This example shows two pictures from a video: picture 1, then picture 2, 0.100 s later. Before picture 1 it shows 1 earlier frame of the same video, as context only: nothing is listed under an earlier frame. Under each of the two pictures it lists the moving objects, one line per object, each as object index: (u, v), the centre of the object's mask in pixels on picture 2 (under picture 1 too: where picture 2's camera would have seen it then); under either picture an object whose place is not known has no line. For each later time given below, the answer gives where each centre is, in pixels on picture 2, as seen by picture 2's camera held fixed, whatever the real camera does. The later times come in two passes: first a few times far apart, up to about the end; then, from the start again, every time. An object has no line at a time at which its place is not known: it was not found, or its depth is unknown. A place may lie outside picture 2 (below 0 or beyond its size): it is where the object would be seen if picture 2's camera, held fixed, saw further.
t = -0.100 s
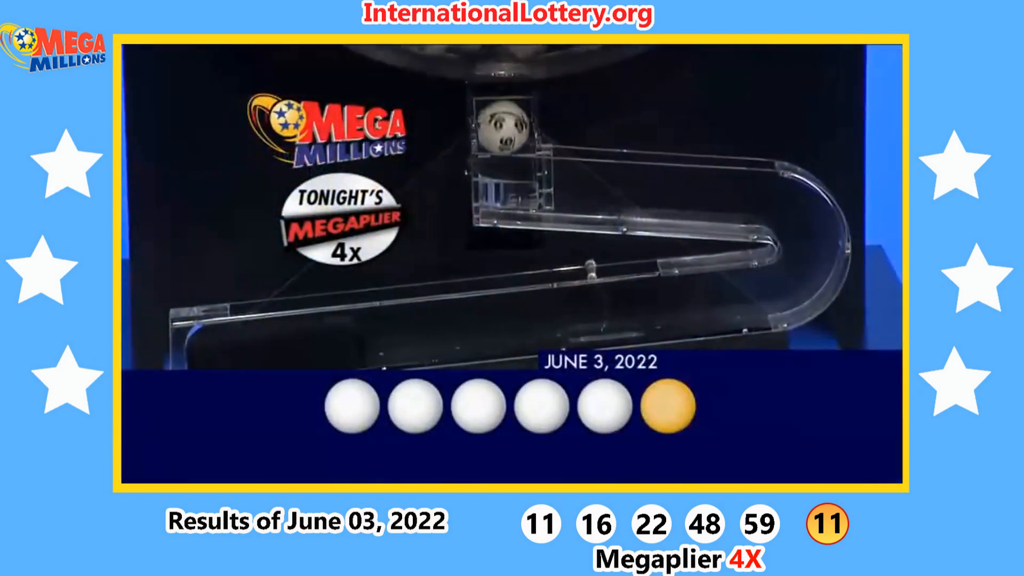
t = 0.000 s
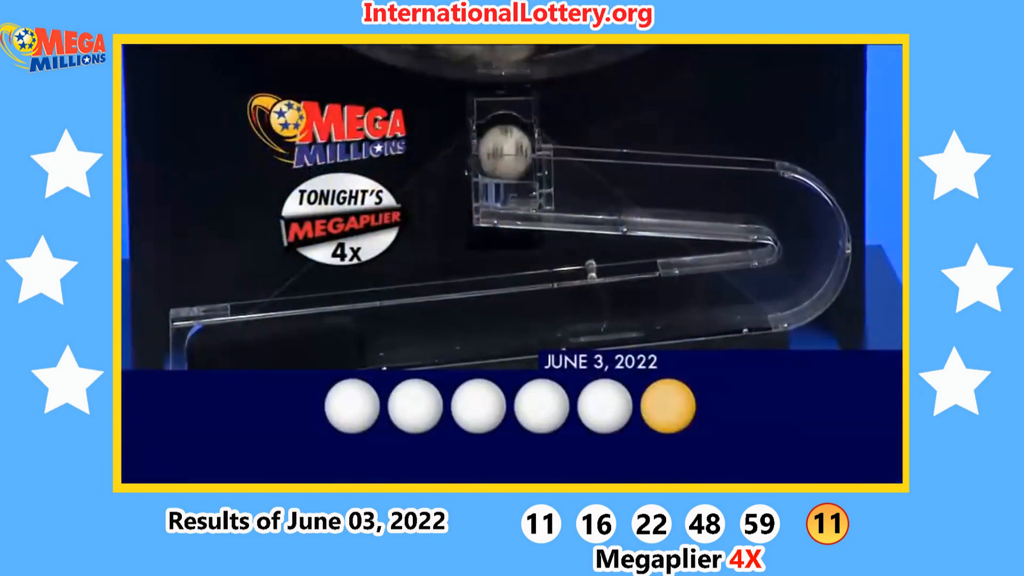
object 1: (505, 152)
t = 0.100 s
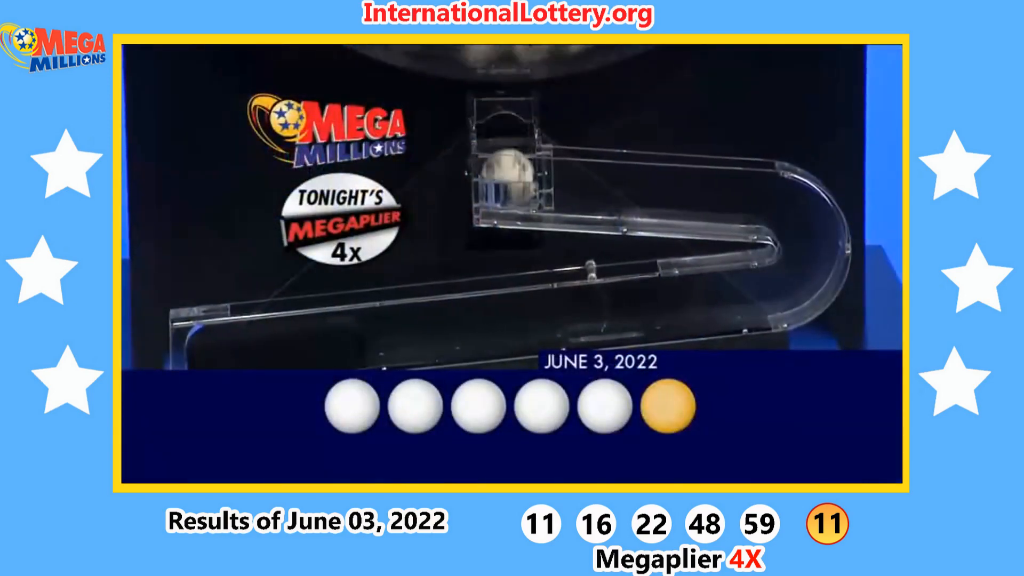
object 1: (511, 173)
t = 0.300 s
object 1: (606, 192)
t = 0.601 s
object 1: (803, 218)
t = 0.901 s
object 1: (595, 308)
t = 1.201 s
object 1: (395, 321)
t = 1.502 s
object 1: (400, 329)
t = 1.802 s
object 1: (379, 330)
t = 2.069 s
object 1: (376, 332)
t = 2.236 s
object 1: (372, 331)
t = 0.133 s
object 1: (514, 181)
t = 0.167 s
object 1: (528, 184)
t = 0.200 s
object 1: (549, 188)
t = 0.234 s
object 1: (568, 189)
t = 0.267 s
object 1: (586, 191)
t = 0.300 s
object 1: (606, 192)
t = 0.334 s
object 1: (625, 193)
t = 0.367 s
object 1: (645, 193)
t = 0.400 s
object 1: (666, 195)
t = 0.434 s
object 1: (687, 196)
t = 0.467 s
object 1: (709, 197)
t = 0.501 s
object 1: (732, 199)
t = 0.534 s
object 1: (755, 201)
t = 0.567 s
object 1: (779, 205)
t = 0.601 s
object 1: (803, 218)
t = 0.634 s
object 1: (811, 248)
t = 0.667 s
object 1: (792, 281)
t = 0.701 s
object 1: (754, 293)
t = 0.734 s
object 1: (724, 297)
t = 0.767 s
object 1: (699, 298)
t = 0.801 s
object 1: (673, 299)
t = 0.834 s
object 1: (648, 305)
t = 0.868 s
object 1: (621, 305)
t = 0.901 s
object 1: (595, 308)
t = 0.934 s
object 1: (568, 312)
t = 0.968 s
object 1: (540, 315)
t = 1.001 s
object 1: (511, 318)
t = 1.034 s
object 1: (481, 320)
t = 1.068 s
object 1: (450, 324)
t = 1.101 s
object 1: (419, 328)
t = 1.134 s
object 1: (389, 329)
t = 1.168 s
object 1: (386, 321)
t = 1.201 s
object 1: (395, 321)
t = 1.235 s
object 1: (404, 329)
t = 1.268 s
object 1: (406, 320)
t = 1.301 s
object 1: (408, 322)
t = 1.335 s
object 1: (409, 327)
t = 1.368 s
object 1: (408, 320)
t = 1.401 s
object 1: (407, 325)
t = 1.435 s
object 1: (405, 324)
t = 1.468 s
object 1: (403, 323)
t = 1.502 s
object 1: (400, 329)
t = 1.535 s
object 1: (395, 325)
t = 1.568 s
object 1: (392, 330)
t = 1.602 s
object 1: (386, 326)
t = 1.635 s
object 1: (383, 329)
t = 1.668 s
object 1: (384, 329)
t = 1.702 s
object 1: (383, 330)
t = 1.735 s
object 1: (382, 329)
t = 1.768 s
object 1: (381, 330)
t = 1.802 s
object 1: (379, 330)
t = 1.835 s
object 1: (380, 331)
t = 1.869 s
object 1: (381, 330)
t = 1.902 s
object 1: (381, 330)
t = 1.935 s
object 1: (381, 331)
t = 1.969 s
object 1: (379, 331)
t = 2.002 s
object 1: (377, 331)
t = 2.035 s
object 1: (376, 332)
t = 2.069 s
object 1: (376, 332)
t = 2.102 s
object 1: (375, 331)
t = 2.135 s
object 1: (374, 332)
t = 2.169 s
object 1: (374, 332)
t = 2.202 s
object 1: (373, 331)
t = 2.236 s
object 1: (372, 331)
